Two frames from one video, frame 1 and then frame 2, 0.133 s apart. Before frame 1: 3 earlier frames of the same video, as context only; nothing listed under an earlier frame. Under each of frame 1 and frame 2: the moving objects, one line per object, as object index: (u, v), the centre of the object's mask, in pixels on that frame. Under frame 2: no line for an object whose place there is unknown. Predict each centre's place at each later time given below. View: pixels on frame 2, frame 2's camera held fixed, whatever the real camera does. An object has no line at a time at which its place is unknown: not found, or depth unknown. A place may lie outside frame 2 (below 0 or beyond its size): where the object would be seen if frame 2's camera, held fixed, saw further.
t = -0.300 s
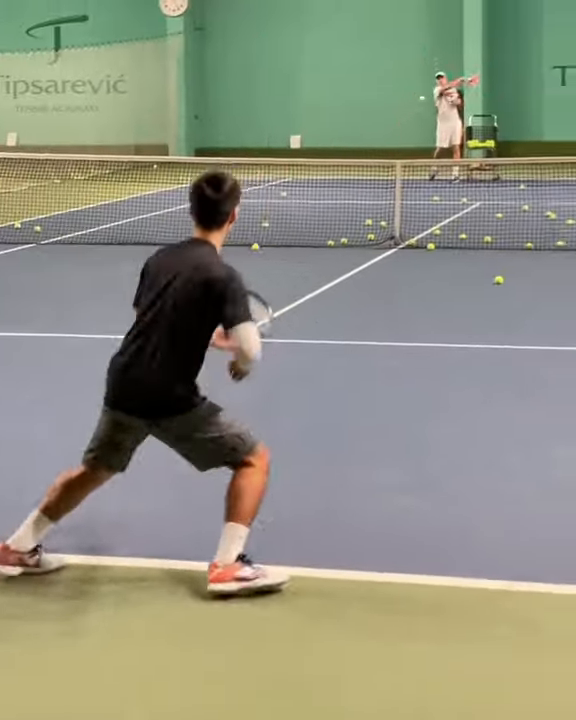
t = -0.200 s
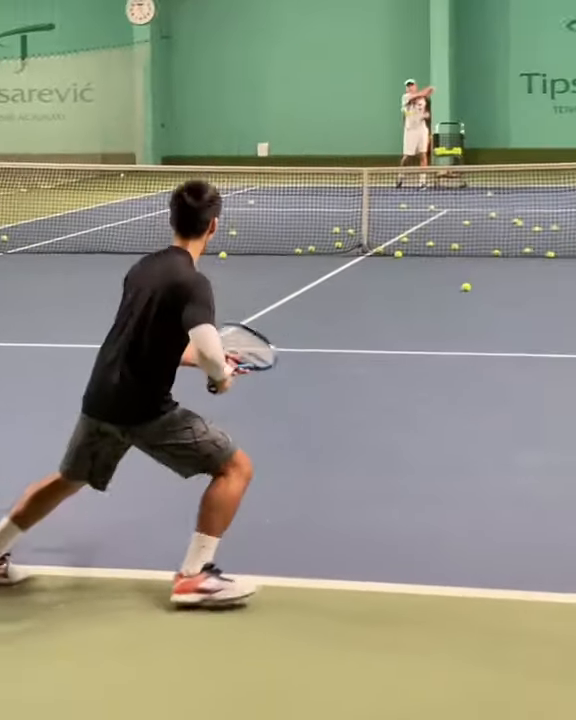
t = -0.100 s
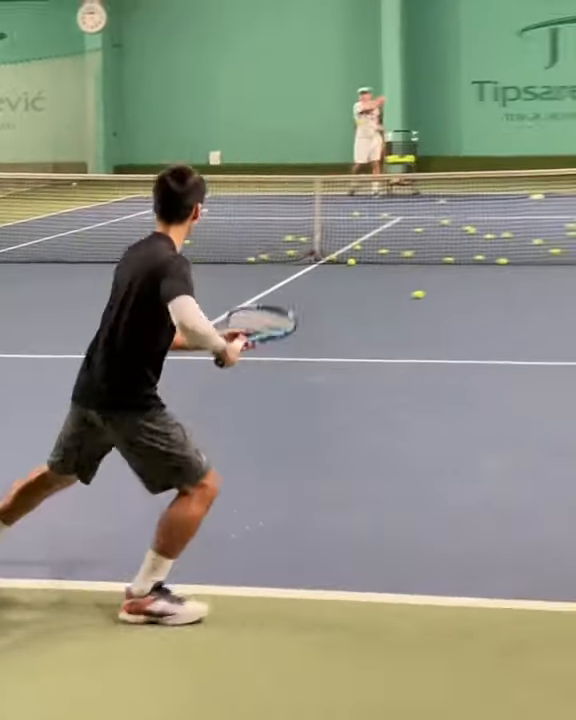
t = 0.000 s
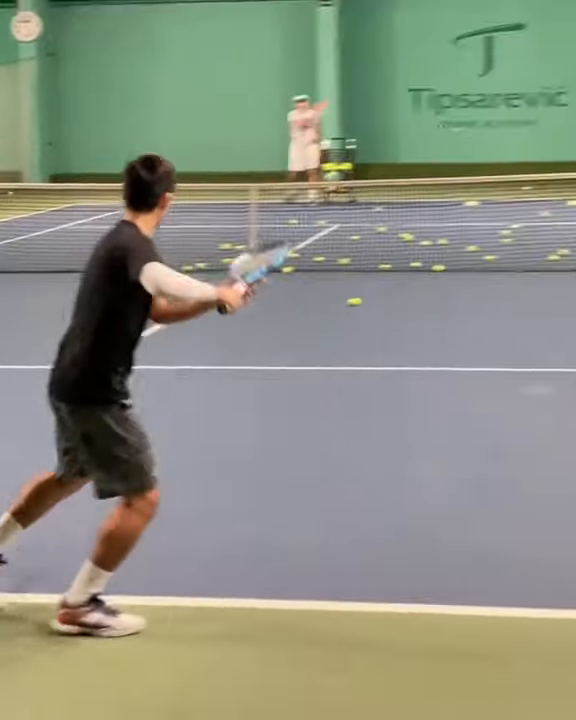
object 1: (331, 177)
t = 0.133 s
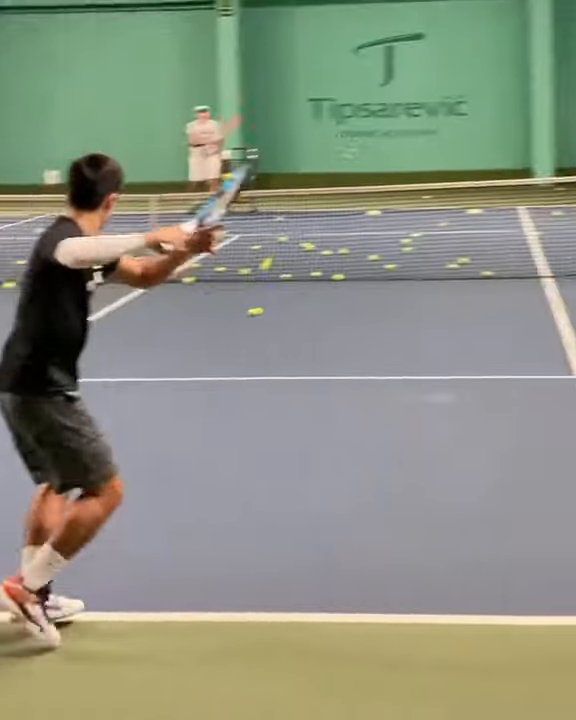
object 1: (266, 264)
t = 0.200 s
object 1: (284, 322)
